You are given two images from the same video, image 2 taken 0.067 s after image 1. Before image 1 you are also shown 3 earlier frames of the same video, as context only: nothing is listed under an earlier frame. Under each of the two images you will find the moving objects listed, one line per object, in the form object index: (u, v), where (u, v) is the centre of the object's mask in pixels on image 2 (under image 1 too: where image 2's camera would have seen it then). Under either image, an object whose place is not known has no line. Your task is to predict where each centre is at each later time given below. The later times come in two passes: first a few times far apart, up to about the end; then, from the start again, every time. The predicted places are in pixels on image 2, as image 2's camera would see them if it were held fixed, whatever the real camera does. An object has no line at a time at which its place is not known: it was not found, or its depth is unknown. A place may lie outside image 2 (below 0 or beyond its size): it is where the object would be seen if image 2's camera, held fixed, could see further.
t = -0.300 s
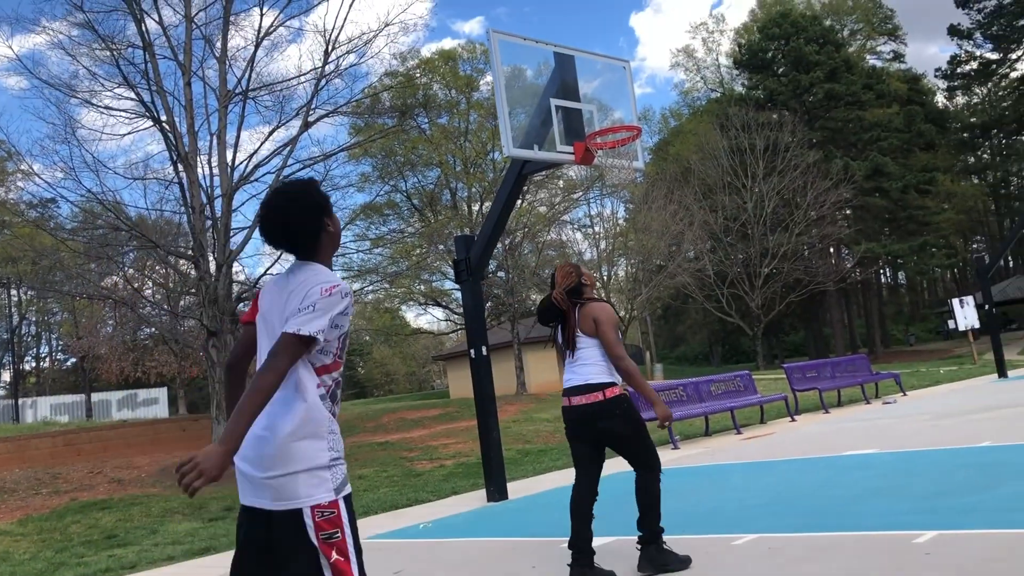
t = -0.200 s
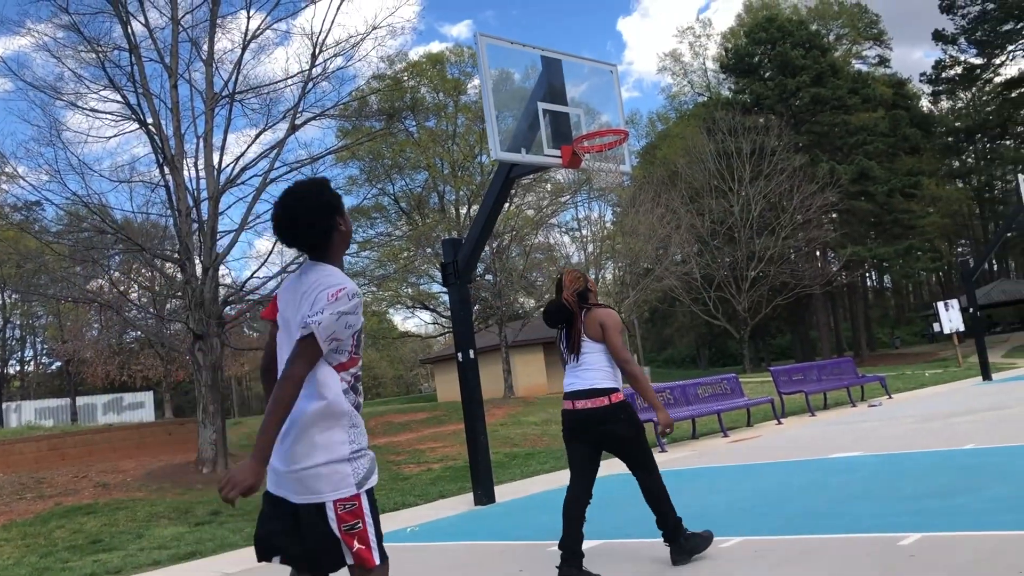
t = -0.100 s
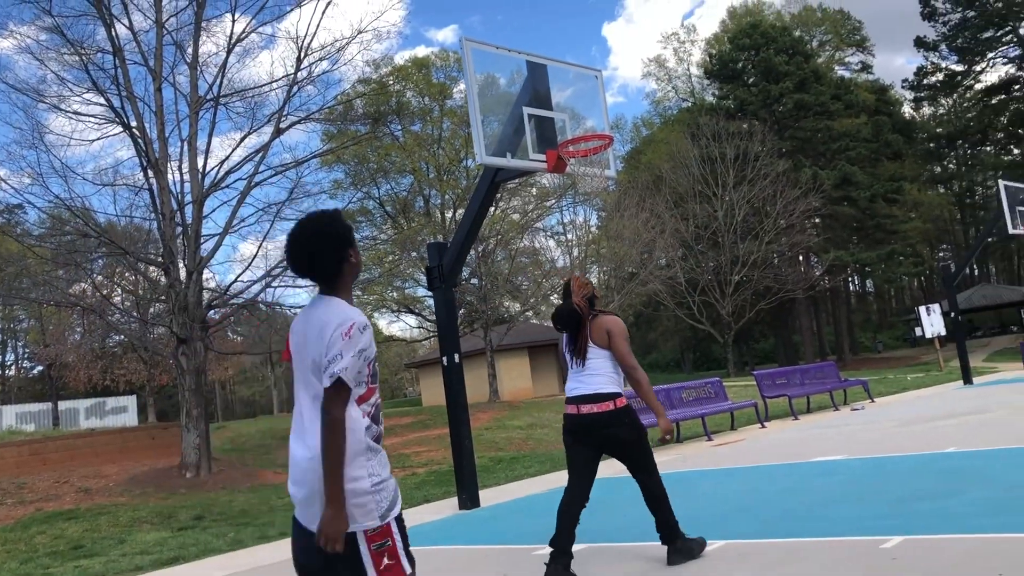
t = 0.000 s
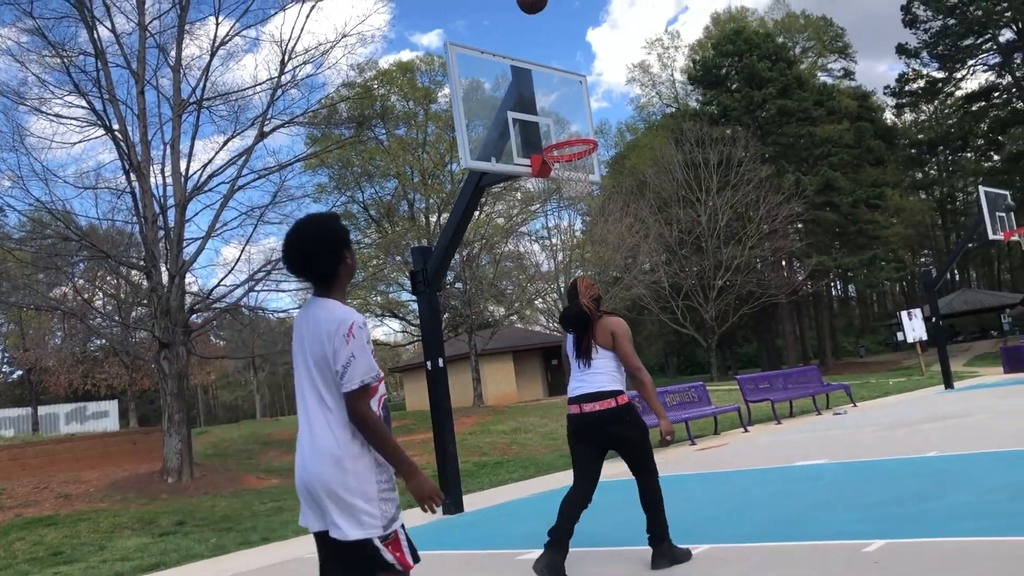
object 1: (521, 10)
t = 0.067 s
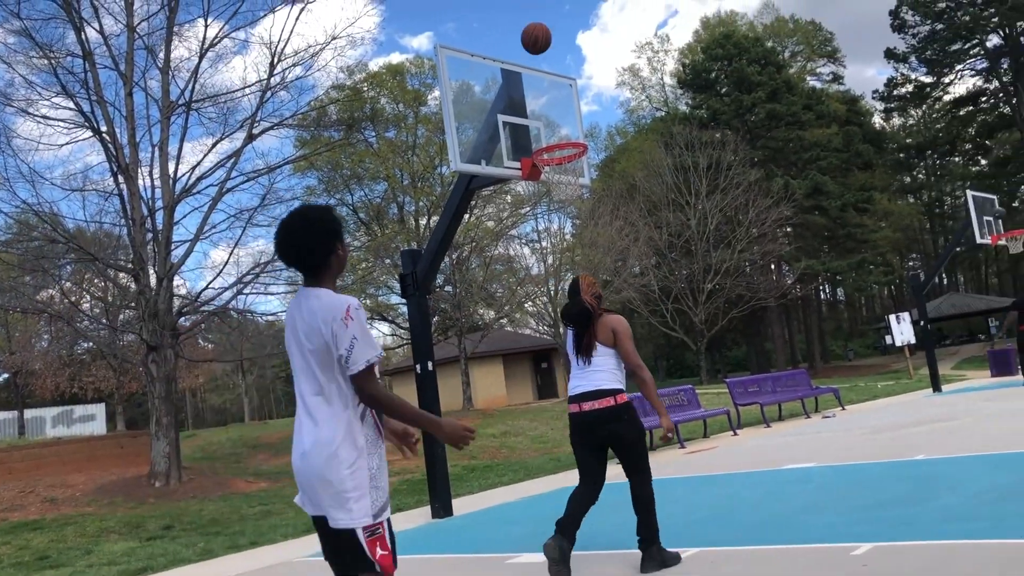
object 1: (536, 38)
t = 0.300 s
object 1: (567, 134)
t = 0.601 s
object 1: (594, 146)
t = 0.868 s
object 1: (645, 203)
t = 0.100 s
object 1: (543, 58)
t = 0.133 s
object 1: (550, 79)
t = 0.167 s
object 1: (557, 100)
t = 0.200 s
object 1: (564, 121)
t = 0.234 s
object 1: (567, 132)
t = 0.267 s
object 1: (567, 132)
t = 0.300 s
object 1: (567, 134)
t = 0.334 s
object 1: (567, 139)
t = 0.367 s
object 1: (567, 140)
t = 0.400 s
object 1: (567, 141)
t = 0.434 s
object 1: (567, 143)
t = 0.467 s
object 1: (569, 143)
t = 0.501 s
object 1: (574, 141)
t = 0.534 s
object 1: (583, 140)
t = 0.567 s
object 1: (589, 143)
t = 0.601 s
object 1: (594, 146)
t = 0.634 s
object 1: (599, 150)
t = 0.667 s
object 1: (605, 155)
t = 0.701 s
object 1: (611, 160)
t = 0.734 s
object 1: (617, 166)
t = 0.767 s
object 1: (624, 173)
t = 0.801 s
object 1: (631, 182)
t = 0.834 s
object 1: (638, 193)
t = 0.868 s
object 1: (645, 203)
